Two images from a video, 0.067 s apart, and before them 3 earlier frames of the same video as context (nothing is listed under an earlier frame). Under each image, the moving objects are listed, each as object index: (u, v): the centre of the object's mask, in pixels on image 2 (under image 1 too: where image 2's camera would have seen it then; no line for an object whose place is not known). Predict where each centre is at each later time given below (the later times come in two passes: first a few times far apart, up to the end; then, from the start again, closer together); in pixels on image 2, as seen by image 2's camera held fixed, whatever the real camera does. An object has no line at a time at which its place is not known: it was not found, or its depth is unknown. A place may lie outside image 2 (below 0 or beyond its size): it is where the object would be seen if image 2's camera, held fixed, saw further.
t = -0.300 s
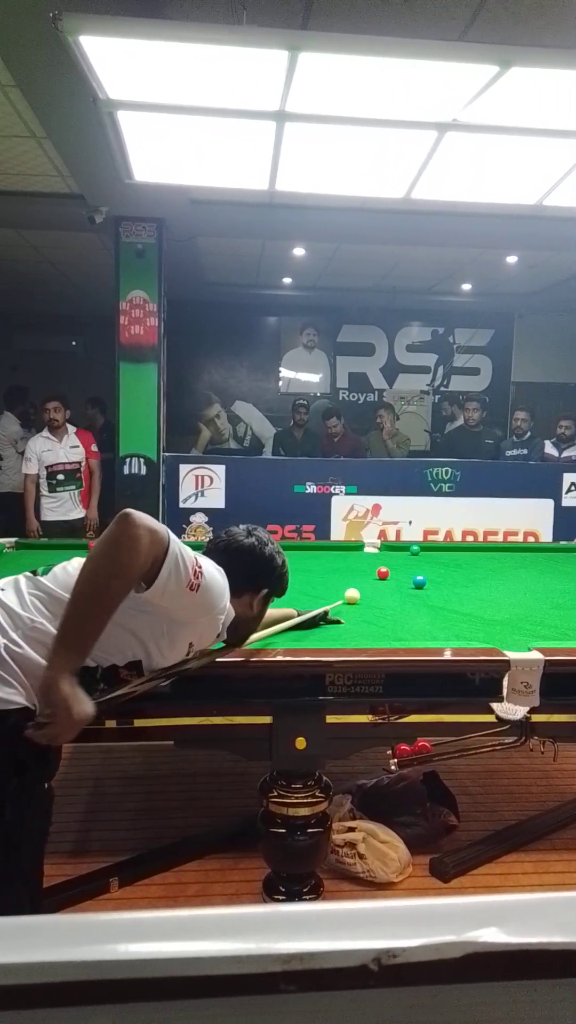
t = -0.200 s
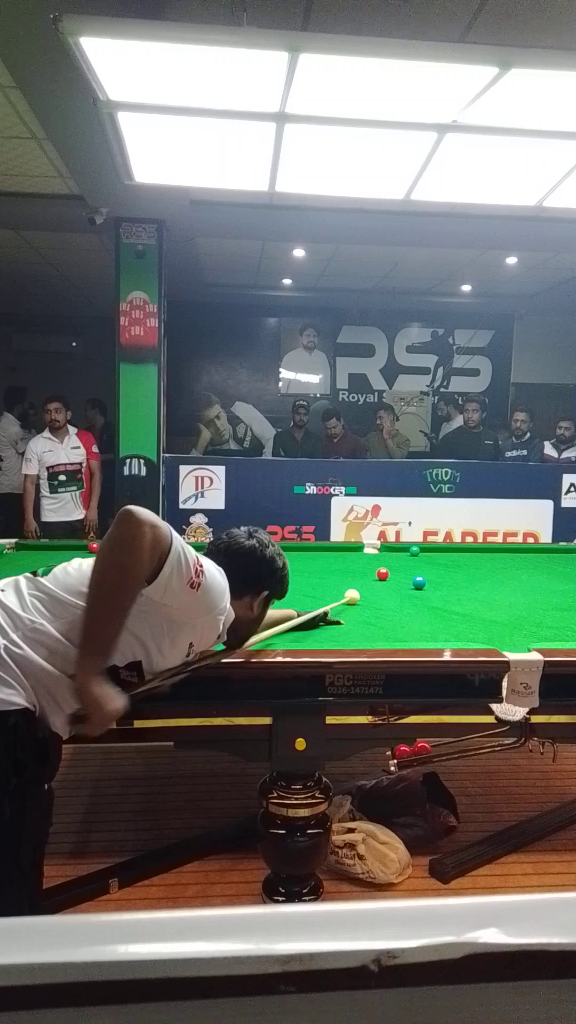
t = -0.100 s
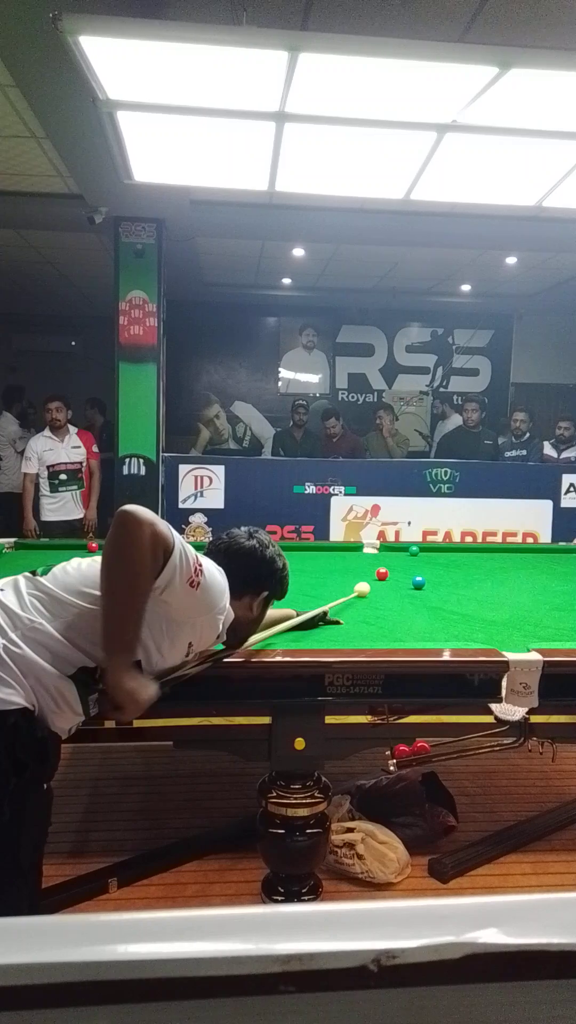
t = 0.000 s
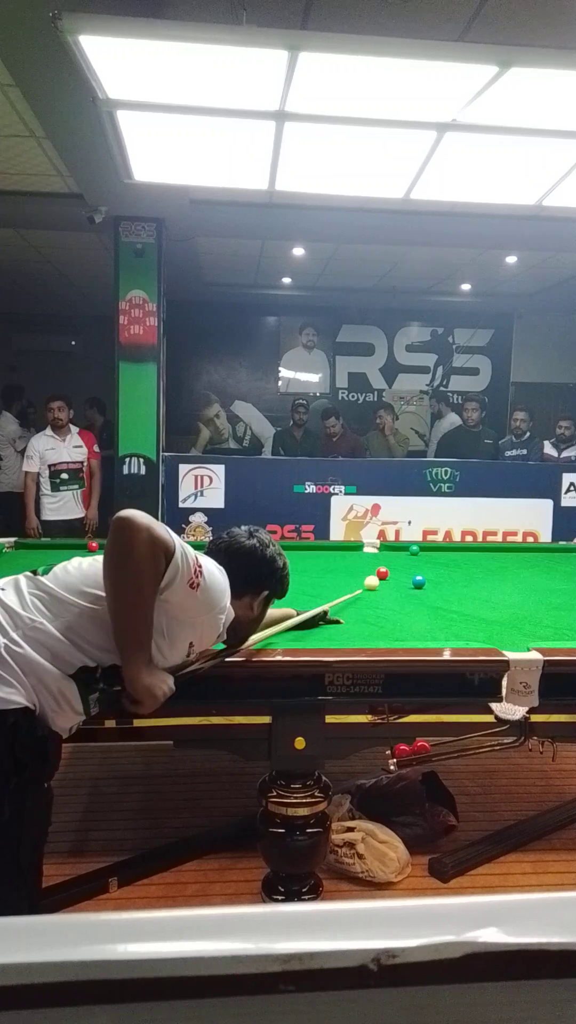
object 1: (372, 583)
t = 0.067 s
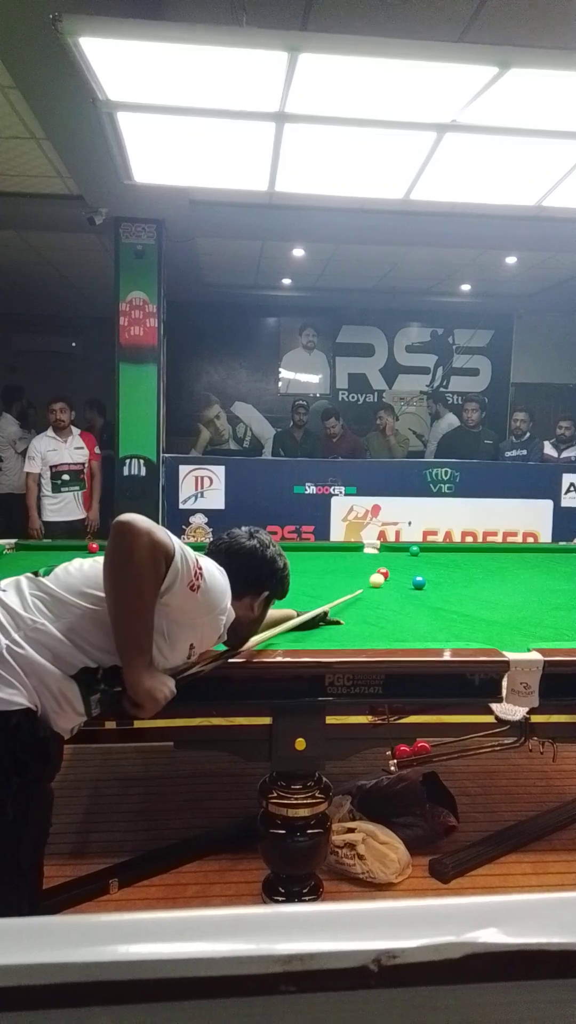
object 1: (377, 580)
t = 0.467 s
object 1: (408, 574)
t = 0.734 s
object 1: (427, 573)
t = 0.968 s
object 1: (442, 571)
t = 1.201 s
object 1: (456, 570)
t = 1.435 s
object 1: (469, 569)
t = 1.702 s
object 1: (482, 567)
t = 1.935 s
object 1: (493, 566)
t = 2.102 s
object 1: (502, 565)
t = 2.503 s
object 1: (510, 563)
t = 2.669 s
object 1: (520, 564)
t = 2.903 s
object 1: (526, 563)
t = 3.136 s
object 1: (532, 563)
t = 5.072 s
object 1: (552, 561)
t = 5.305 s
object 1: (552, 561)
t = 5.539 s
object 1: (552, 561)
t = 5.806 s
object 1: (552, 561)
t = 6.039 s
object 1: (552, 561)
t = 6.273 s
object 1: (552, 561)
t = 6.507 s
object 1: (552, 561)
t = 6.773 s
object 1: (552, 561)
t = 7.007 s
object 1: (552, 561)
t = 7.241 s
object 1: (551, 561)
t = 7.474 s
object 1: (552, 561)
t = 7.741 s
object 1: (552, 561)
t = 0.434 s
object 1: (405, 575)
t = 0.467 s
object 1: (408, 574)
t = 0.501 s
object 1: (410, 574)
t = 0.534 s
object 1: (412, 573)
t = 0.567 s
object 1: (415, 573)
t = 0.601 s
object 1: (418, 573)
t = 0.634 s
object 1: (420, 572)
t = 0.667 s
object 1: (423, 572)
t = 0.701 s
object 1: (425, 572)
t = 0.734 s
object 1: (427, 573)
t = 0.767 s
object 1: (429, 573)
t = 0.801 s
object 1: (432, 572)
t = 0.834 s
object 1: (434, 572)
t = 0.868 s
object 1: (436, 572)
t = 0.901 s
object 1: (438, 572)
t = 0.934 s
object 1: (440, 572)
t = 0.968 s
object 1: (442, 571)
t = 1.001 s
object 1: (444, 571)
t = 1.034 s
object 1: (446, 571)
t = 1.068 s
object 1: (449, 571)
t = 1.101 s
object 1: (450, 571)
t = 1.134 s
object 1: (452, 570)
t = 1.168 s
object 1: (454, 570)
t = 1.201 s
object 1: (456, 570)
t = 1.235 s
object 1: (458, 570)
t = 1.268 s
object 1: (460, 570)
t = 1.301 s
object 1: (462, 570)
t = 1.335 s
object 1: (463, 569)
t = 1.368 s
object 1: (465, 569)
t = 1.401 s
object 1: (467, 569)
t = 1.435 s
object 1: (469, 569)
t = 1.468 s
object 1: (470, 569)
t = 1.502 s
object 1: (472, 568)
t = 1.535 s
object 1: (474, 568)
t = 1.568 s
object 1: (475, 568)
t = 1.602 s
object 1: (477, 568)
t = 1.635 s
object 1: (478, 568)
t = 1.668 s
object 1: (480, 568)
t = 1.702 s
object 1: (482, 567)
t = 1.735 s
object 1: (483, 567)
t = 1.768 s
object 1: (485, 567)
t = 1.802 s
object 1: (486, 567)
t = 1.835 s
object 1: (488, 567)
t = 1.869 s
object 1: (489, 566)
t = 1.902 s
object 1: (491, 567)
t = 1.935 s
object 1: (493, 566)
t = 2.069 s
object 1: (497, 565)
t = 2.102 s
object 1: (502, 565)
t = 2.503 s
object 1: (510, 563)
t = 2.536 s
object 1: (514, 564)
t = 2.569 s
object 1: (516, 563)
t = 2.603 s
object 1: (517, 563)
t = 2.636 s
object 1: (518, 564)
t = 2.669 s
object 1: (520, 564)
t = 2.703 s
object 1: (520, 563)
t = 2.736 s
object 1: (521, 563)
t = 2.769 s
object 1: (523, 563)
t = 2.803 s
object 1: (524, 563)
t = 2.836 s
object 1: (524, 563)
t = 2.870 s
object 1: (525, 563)
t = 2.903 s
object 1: (526, 563)
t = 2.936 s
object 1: (527, 563)
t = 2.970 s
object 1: (528, 563)
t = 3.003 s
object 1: (529, 563)
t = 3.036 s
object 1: (530, 563)
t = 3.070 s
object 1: (531, 563)
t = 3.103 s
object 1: (532, 563)
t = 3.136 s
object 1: (532, 563)
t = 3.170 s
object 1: (533, 563)
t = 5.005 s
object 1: (552, 561)
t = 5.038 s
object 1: (552, 561)
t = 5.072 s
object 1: (552, 561)
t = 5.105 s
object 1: (552, 561)
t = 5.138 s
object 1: (552, 561)
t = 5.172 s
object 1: (552, 561)
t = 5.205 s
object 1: (552, 561)
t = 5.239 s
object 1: (552, 561)
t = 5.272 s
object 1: (552, 561)
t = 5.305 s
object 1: (552, 561)
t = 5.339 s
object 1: (552, 561)
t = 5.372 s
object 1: (552, 561)
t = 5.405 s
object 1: (552, 561)
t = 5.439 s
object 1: (552, 561)
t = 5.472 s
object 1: (552, 561)
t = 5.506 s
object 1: (552, 561)
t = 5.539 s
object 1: (552, 561)
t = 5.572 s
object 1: (552, 561)
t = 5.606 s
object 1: (552, 561)
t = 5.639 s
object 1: (552, 561)
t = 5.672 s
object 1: (552, 562)
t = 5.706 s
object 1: (552, 561)
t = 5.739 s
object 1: (552, 561)
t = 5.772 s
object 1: (552, 561)
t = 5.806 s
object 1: (552, 561)
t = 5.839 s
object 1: (552, 561)
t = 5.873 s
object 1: (552, 561)
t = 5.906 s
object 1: (552, 561)
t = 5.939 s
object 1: (552, 561)
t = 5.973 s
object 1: (552, 561)
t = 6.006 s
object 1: (552, 561)
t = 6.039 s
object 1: (552, 561)
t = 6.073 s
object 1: (552, 561)
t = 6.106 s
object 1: (552, 561)
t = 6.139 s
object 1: (552, 561)
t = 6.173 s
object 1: (552, 561)
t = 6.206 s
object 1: (552, 561)
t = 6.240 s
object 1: (552, 561)
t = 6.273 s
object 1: (552, 561)
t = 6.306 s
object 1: (552, 561)
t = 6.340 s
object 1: (552, 561)
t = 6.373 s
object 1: (552, 561)
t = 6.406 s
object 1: (552, 561)
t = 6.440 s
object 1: (552, 561)
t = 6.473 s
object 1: (552, 562)
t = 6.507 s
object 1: (552, 561)
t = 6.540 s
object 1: (552, 561)
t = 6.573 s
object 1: (552, 561)
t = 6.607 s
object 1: (552, 561)
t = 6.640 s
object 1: (552, 561)
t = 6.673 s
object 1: (552, 562)
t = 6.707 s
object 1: (552, 561)
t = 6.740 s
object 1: (552, 561)
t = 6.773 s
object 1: (552, 561)
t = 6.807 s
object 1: (552, 561)
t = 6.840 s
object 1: (552, 562)
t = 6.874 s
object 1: (552, 561)
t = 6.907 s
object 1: (552, 561)
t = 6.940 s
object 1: (552, 561)
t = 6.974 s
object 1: (552, 561)
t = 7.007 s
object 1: (552, 561)
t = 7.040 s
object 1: (551, 561)
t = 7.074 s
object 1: (551, 561)
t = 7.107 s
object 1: (552, 561)
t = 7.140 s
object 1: (552, 561)
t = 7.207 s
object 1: (552, 561)
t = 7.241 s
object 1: (551, 561)
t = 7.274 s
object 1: (551, 561)
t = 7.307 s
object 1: (551, 561)
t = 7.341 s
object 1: (551, 561)
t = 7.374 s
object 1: (551, 561)
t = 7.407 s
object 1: (552, 561)
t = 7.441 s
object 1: (552, 561)
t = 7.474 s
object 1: (552, 561)
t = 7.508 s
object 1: (552, 561)
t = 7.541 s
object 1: (552, 562)
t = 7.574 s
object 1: (552, 562)
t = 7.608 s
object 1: (552, 562)
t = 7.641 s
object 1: (552, 562)
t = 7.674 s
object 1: (552, 562)
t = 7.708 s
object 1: (552, 562)
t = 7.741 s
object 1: (552, 561)
